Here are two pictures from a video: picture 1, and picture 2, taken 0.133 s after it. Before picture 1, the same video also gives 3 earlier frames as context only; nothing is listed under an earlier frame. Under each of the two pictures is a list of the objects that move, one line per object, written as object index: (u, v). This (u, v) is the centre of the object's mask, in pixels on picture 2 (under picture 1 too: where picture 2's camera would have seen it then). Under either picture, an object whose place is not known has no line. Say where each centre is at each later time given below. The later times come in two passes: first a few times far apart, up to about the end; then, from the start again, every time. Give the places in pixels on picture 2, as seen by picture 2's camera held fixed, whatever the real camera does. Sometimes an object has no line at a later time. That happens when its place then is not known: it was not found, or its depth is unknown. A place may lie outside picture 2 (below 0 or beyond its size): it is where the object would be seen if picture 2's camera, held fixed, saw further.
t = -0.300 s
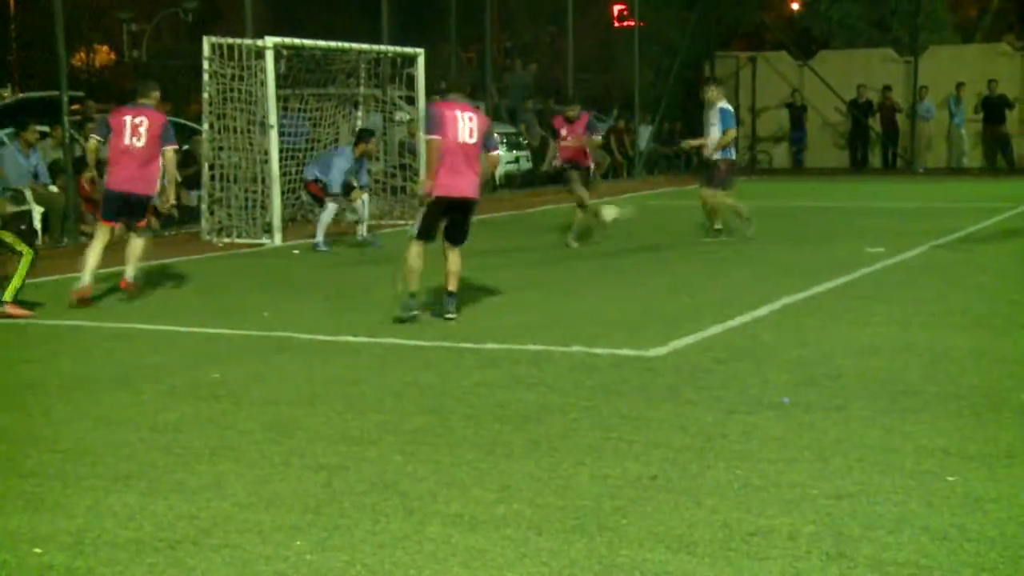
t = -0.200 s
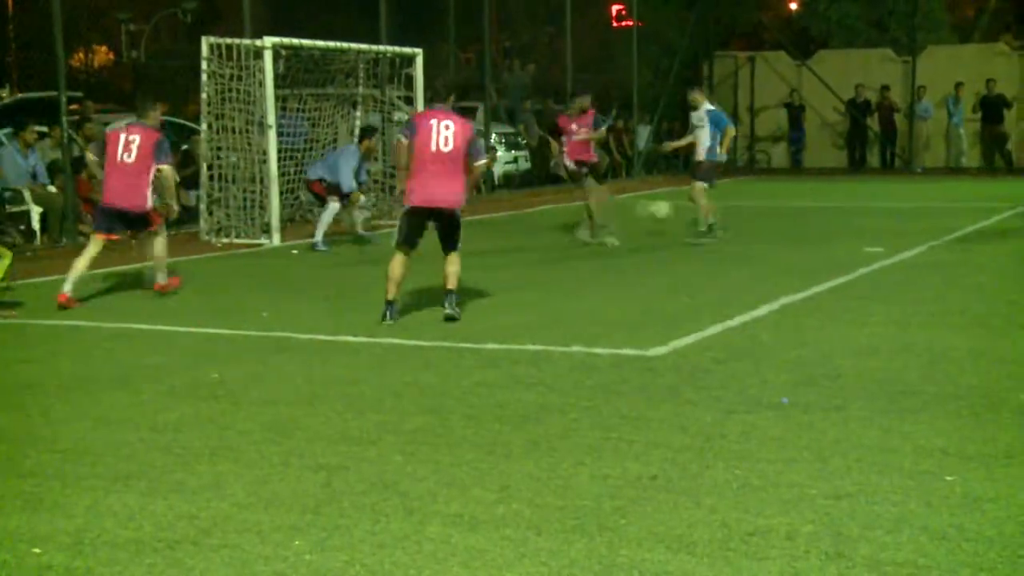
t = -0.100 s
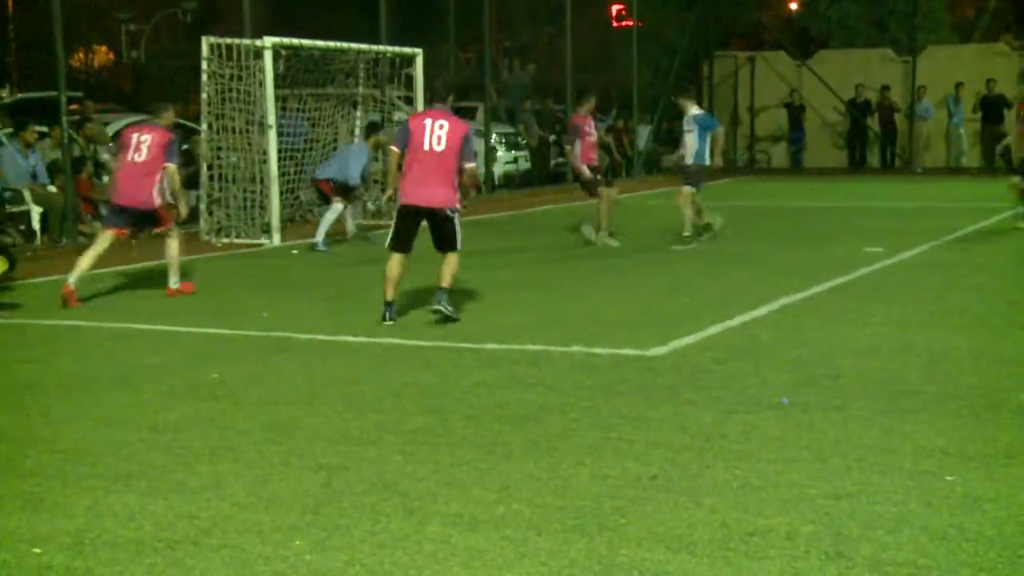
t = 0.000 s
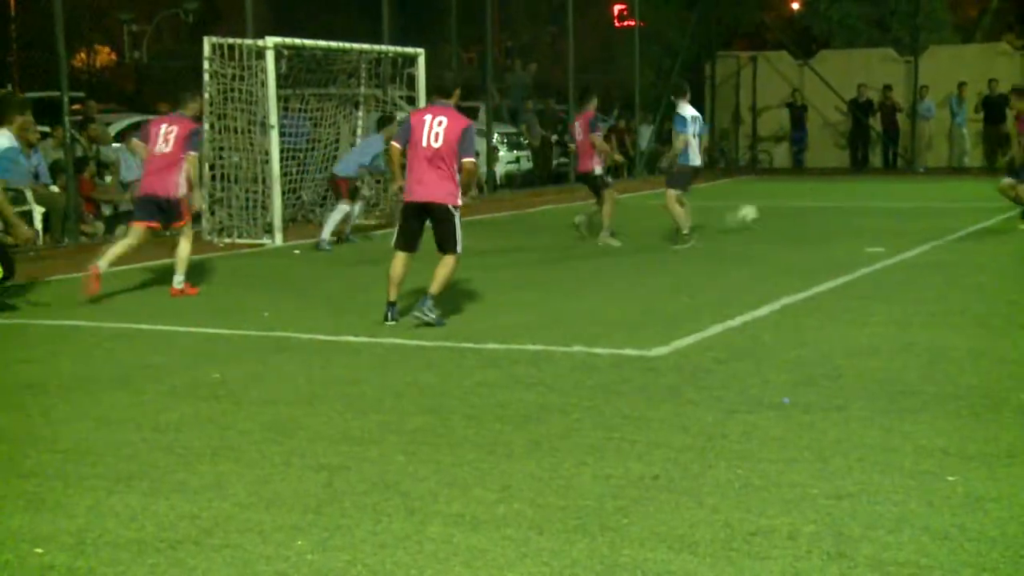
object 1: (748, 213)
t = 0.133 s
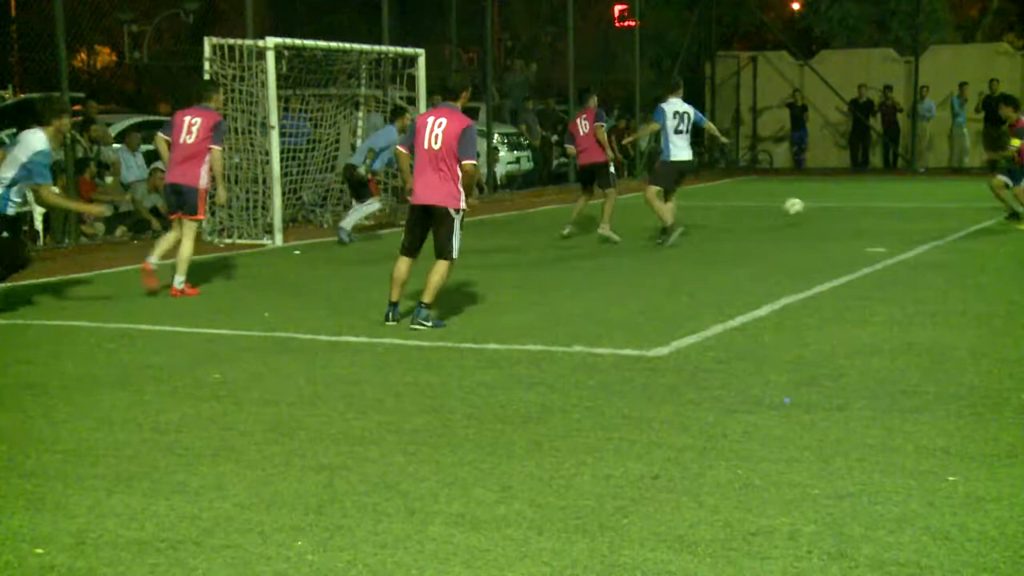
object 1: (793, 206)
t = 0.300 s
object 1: (851, 212)
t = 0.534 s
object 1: (928, 205)
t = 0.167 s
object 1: (807, 207)
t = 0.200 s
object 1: (818, 208)
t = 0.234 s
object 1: (829, 210)
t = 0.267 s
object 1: (841, 212)
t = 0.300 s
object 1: (851, 212)
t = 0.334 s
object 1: (863, 208)
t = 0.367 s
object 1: (876, 204)
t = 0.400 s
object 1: (888, 202)
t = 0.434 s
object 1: (897, 202)
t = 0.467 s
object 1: (906, 202)
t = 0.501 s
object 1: (917, 203)
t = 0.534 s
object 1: (928, 205)
